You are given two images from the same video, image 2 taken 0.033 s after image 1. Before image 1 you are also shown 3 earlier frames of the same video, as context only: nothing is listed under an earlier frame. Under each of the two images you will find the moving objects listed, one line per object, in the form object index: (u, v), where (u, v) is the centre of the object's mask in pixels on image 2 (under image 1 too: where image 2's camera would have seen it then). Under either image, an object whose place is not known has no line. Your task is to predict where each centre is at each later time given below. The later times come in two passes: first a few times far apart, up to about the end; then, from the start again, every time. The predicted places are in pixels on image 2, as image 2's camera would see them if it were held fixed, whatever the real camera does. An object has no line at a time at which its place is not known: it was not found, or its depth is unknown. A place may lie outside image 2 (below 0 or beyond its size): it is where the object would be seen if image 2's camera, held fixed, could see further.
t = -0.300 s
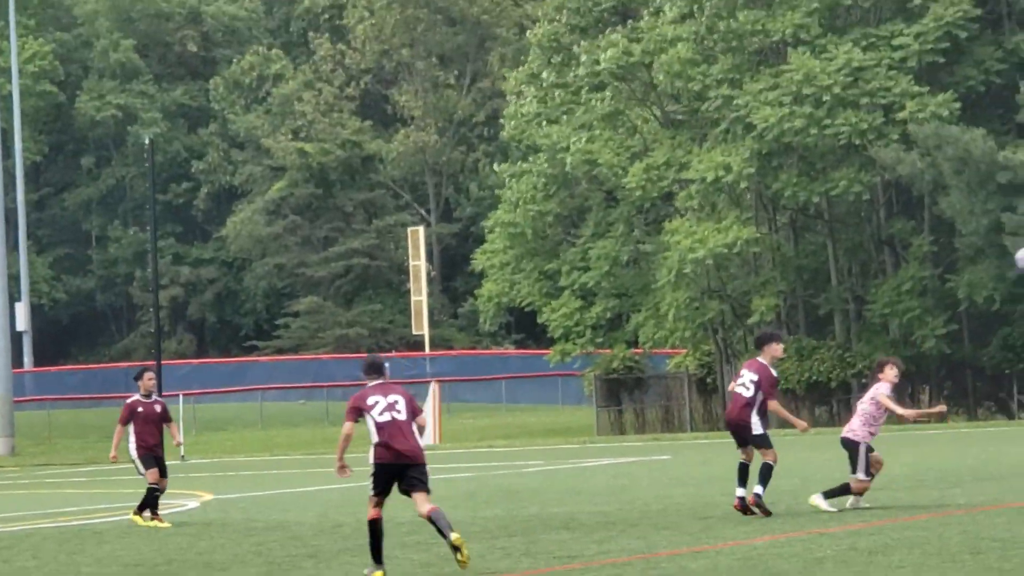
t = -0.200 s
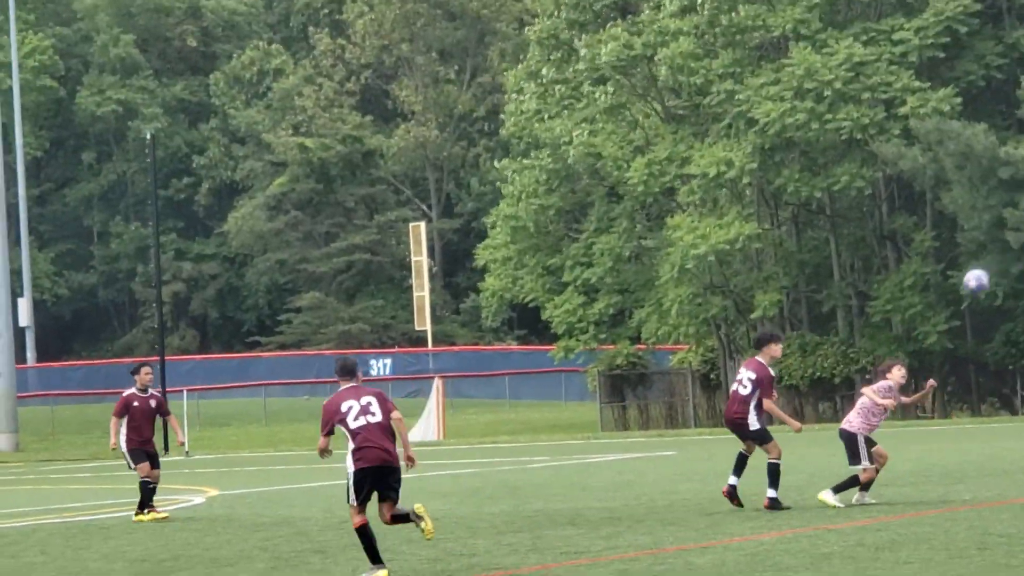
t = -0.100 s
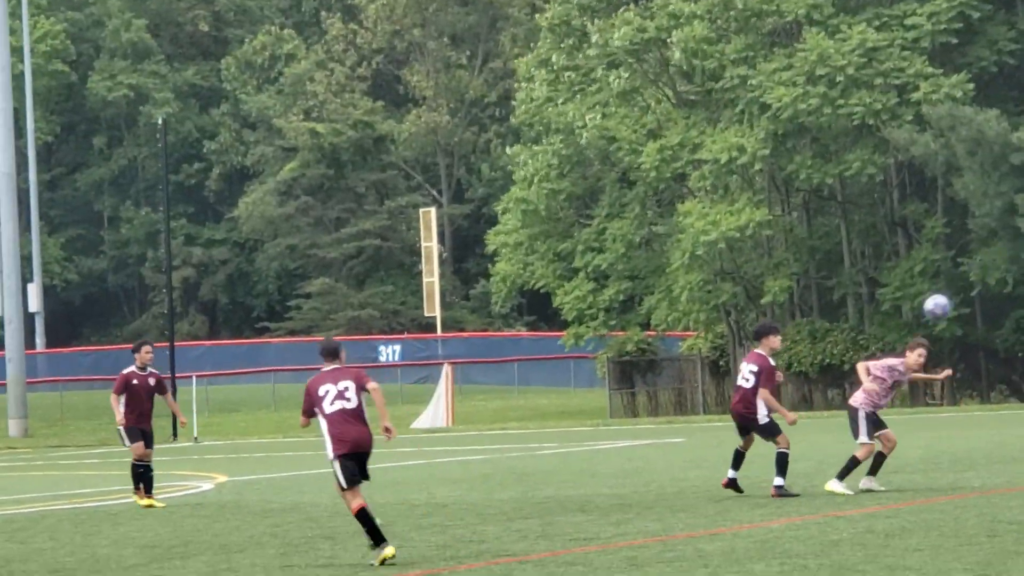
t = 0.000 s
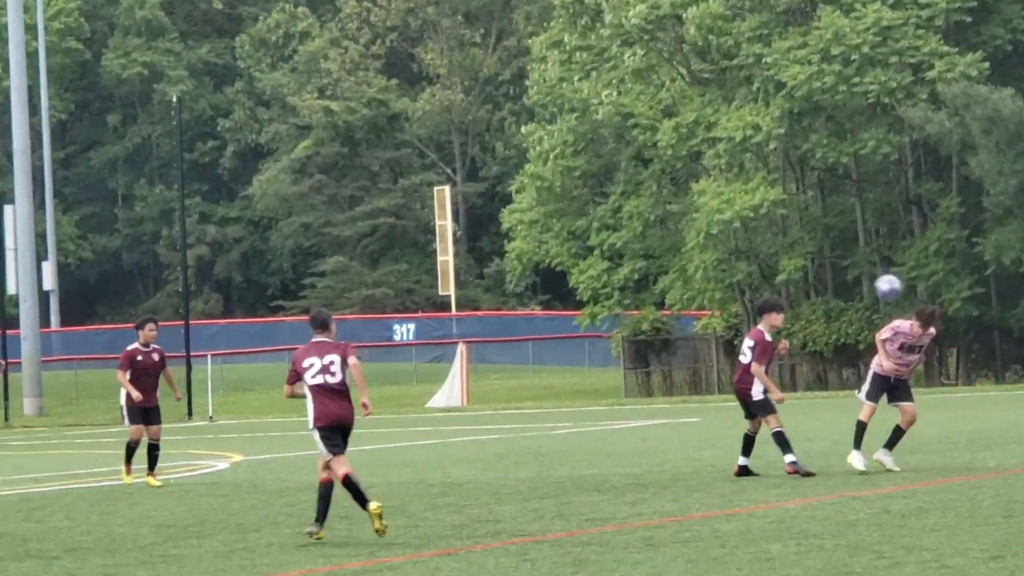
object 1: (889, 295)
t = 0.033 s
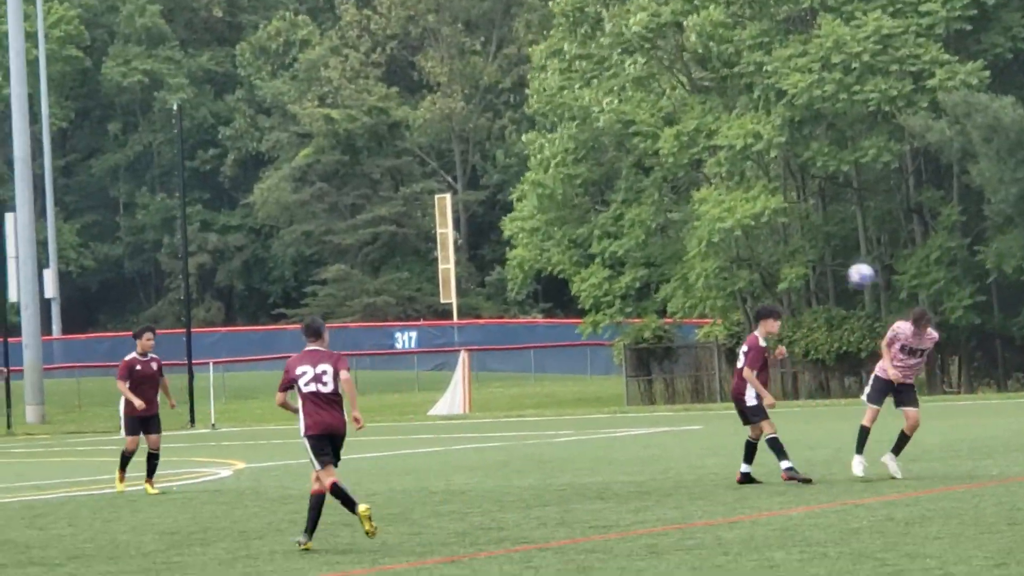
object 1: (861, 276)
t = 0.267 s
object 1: (659, 183)
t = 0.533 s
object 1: (437, 165)
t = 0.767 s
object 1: (248, 221)
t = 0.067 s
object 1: (832, 258)
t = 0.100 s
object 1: (803, 243)
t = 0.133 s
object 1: (775, 227)
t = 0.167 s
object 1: (746, 214)
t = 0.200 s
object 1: (718, 204)
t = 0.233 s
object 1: (688, 193)
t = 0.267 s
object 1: (659, 183)
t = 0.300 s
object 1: (633, 178)
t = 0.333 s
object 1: (605, 171)
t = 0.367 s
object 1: (577, 165)
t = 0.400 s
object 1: (549, 162)
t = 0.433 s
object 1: (520, 160)
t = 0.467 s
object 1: (493, 160)
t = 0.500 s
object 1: (465, 162)
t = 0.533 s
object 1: (437, 165)
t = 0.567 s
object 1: (410, 169)
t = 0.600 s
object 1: (382, 172)
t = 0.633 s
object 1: (355, 179)
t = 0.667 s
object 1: (329, 187)
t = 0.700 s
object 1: (302, 196)
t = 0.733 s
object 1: (274, 208)
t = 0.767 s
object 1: (248, 221)
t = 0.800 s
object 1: (220, 234)
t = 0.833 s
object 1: (193, 250)
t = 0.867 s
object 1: (166, 268)
